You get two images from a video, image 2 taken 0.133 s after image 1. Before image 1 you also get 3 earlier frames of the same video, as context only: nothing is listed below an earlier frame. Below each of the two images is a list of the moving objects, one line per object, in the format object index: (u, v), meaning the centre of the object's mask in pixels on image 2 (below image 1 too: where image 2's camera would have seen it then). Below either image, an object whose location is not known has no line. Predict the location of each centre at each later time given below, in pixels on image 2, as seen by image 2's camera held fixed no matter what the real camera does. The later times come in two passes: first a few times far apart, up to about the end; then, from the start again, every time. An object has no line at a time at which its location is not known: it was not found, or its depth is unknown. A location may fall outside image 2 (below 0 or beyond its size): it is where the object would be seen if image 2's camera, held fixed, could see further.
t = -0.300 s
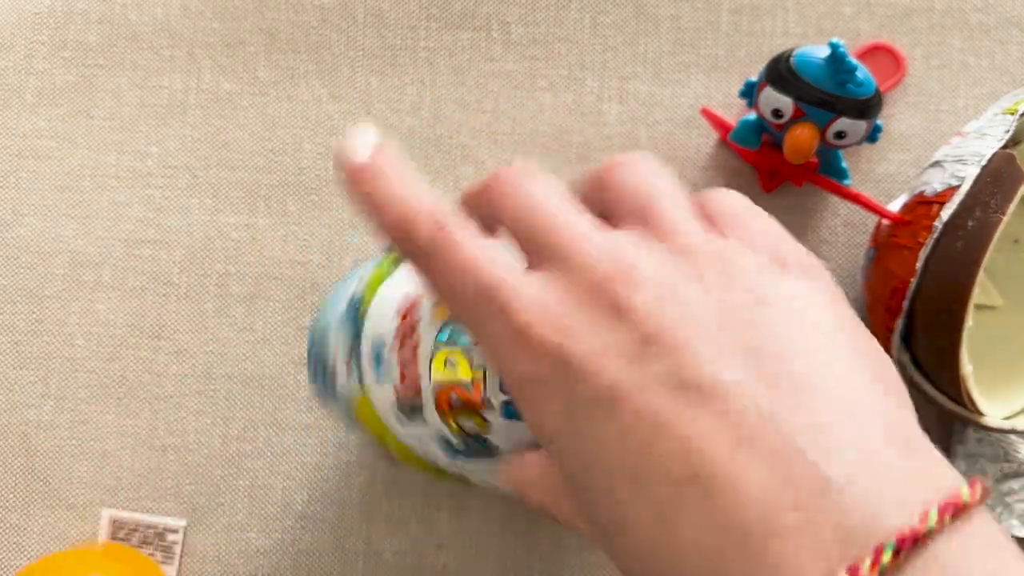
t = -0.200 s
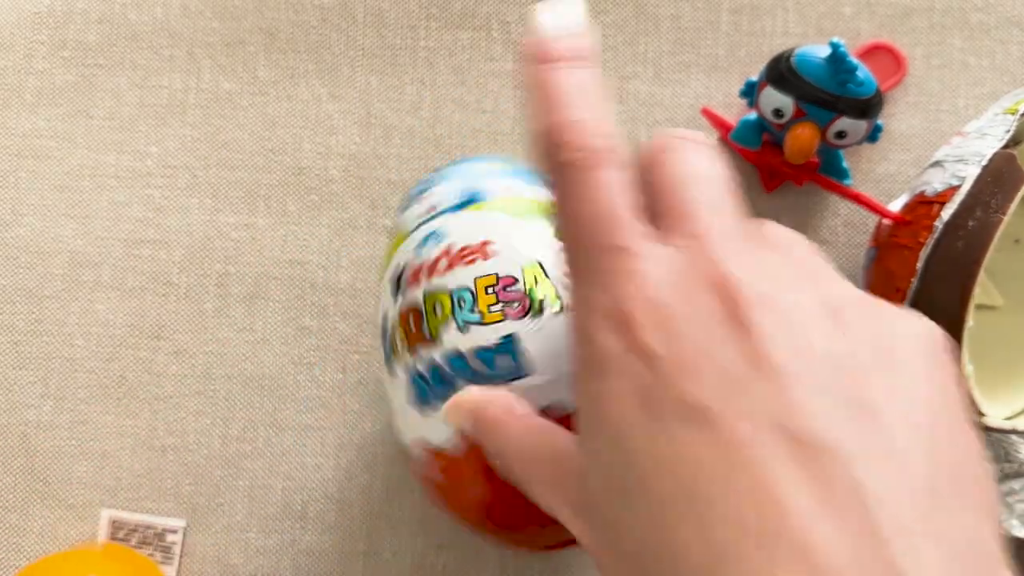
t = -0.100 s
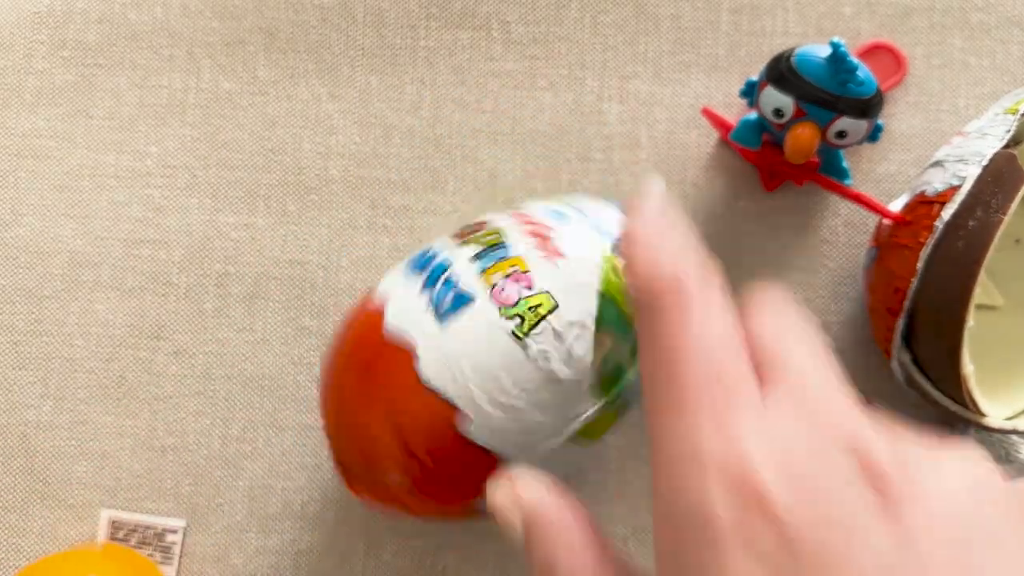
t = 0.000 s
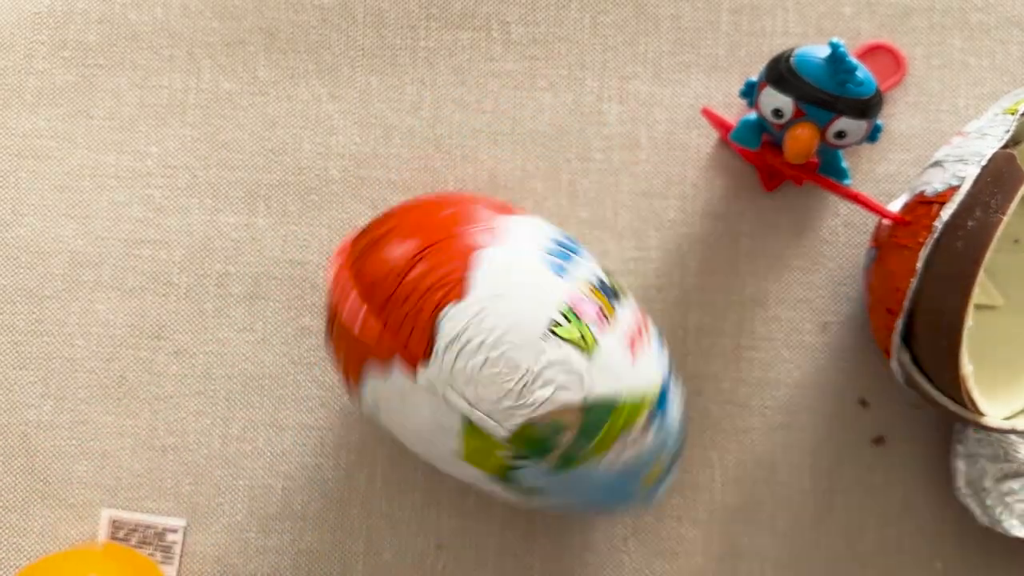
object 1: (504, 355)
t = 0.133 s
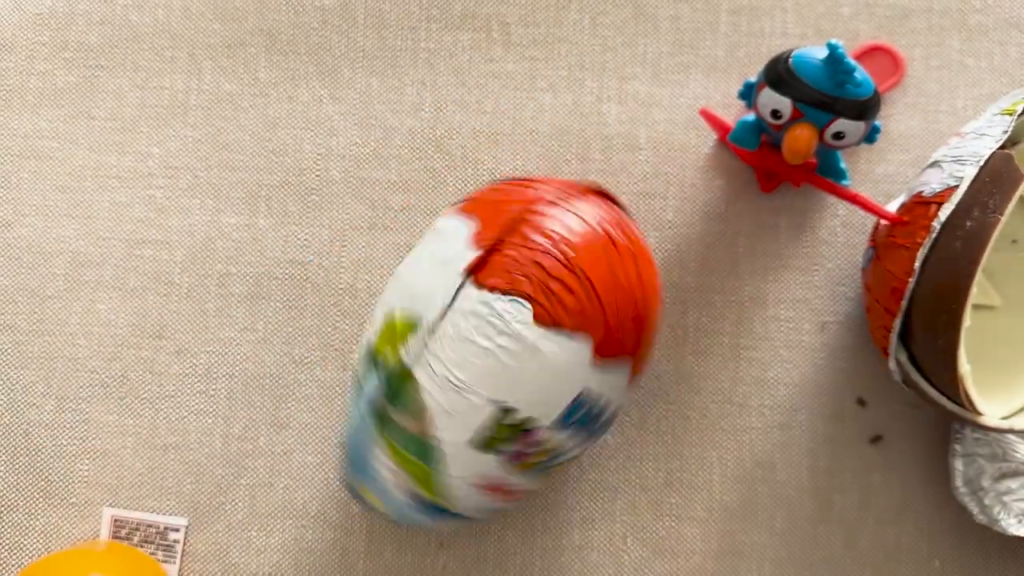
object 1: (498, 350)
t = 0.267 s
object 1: (499, 331)
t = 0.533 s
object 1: (551, 347)
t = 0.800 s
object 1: (527, 350)
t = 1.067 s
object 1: (521, 361)
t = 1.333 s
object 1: (522, 352)
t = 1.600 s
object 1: (535, 354)
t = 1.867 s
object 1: (533, 354)
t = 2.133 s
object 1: (530, 361)
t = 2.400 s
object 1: (517, 355)
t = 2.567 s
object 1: (520, 353)
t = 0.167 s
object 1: (496, 346)
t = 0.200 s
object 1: (494, 341)
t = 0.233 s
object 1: (497, 336)
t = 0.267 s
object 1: (499, 331)
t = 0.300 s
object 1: (505, 328)
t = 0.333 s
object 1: (511, 327)
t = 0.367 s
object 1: (518, 326)
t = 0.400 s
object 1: (527, 328)
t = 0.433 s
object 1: (537, 332)
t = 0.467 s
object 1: (543, 338)
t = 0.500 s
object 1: (548, 343)
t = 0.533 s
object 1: (551, 347)
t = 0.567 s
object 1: (550, 345)
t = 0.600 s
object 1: (547, 347)
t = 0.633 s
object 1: (544, 348)
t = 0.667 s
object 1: (540, 349)
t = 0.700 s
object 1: (536, 350)
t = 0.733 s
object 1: (532, 350)
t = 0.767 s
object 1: (529, 349)
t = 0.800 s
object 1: (527, 350)
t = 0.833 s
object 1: (527, 351)
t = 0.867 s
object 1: (528, 354)
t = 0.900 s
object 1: (528, 357)
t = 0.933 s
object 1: (528, 360)
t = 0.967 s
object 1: (526, 362)
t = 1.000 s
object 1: (525, 364)
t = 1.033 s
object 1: (522, 363)
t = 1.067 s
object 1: (521, 361)
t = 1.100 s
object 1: (521, 359)
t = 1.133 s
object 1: (521, 357)
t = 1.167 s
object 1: (522, 356)
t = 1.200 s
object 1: (522, 355)
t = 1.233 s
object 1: (523, 354)
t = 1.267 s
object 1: (522, 353)
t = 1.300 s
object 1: (522, 353)
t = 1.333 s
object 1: (522, 352)
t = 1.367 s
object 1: (522, 351)
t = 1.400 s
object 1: (523, 349)
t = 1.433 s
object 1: (525, 349)
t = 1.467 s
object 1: (527, 349)
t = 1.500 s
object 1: (530, 349)
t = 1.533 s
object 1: (533, 351)
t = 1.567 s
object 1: (535, 353)
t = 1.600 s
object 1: (535, 354)
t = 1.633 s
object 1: (535, 356)
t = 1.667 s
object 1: (533, 357)
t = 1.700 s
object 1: (531, 357)
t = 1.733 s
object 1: (530, 356)
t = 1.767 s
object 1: (530, 355)
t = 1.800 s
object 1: (531, 354)
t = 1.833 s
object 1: (532, 354)
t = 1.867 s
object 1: (533, 354)
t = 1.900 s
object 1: (535, 355)
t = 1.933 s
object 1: (536, 356)
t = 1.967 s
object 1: (537, 357)
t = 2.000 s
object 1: (538, 358)
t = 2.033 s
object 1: (537, 358)
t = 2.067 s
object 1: (535, 360)
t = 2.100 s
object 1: (533, 360)
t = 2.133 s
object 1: (530, 361)
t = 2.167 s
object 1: (527, 361)
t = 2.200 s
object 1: (524, 362)
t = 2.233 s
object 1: (522, 362)
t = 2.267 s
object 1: (520, 361)
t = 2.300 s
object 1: (519, 359)
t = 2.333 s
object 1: (518, 357)
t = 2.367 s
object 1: (517, 356)
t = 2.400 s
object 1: (517, 355)
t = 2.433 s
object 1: (518, 354)
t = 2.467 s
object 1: (518, 353)
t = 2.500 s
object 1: (518, 353)
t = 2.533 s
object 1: (519, 353)
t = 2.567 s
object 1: (520, 353)
